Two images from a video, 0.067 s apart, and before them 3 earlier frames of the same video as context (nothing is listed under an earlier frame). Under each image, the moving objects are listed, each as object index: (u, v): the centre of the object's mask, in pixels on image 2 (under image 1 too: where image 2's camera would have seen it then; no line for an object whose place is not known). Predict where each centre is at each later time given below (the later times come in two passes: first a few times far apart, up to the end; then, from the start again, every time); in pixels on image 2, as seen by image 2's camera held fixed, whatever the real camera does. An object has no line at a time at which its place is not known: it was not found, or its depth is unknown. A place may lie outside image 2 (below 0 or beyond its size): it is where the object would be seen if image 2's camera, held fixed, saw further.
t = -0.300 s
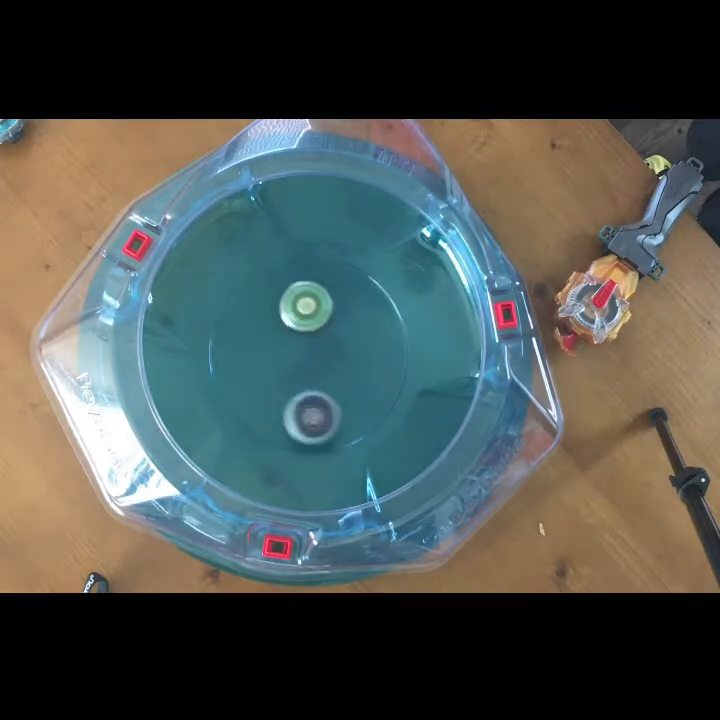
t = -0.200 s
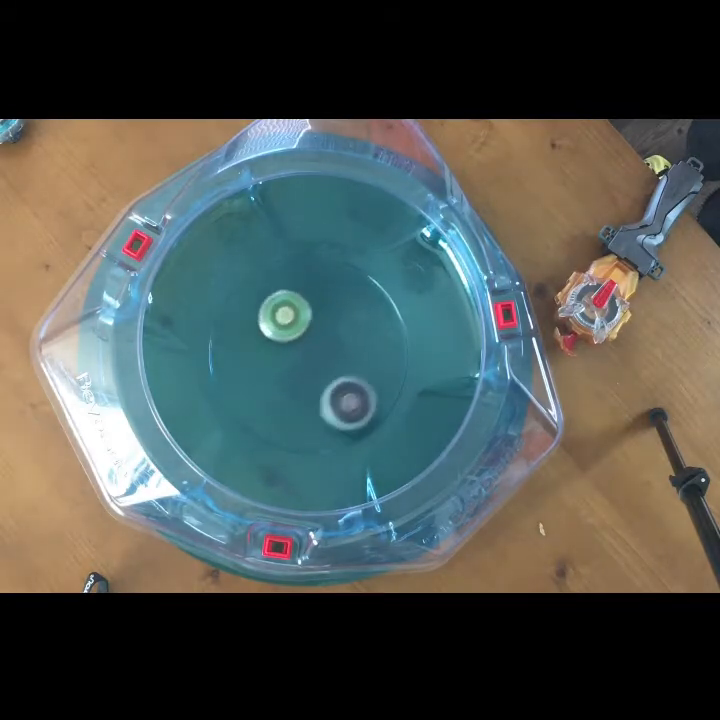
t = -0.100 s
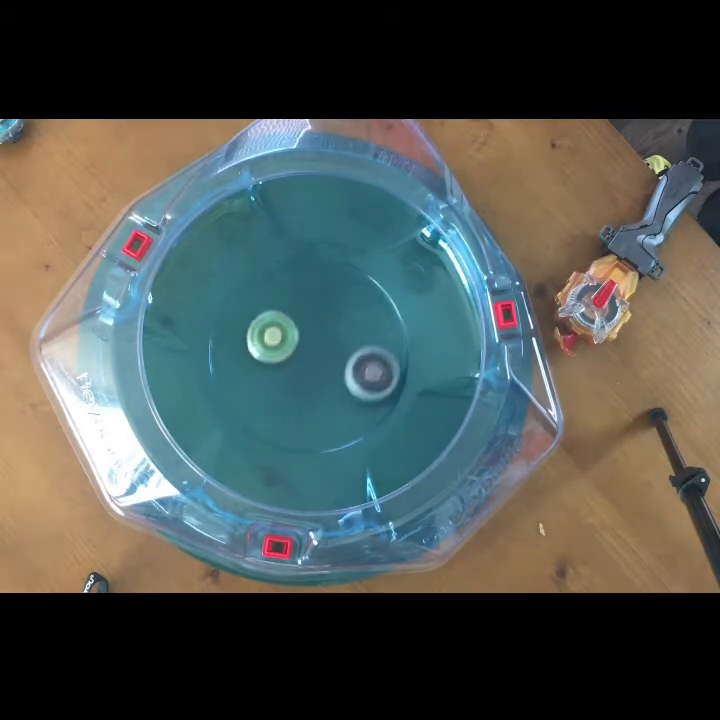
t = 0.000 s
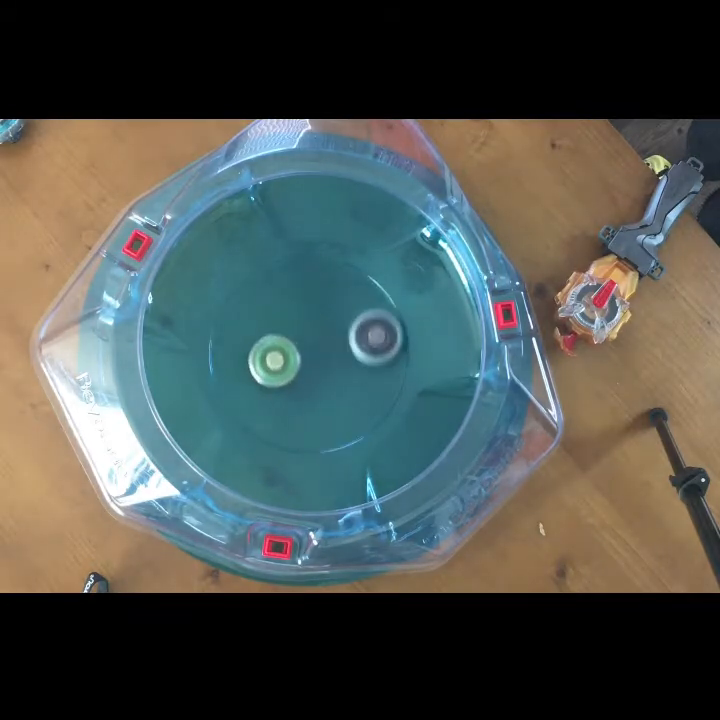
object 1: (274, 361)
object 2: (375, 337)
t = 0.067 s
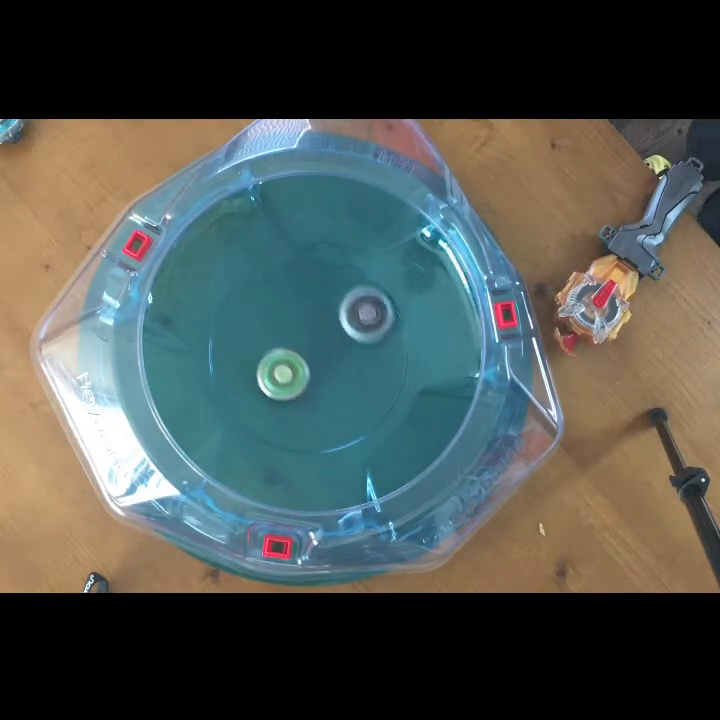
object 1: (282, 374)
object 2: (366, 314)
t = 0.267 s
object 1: (323, 389)
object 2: (299, 285)
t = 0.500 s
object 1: (355, 355)
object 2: (243, 352)
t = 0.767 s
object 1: (312, 318)
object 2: (300, 424)
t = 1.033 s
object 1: (274, 361)
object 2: (372, 370)
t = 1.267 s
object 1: (301, 399)
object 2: (329, 298)
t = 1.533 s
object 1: (348, 374)
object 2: (243, 325)
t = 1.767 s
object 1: (325, 329)
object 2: (262, 402)
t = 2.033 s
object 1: (271, 339)
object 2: (355, 392)
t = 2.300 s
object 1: (277, 389)
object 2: (354, 306)
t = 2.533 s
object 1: (326, 386)
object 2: (275, 299)
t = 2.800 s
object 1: (330, 332)
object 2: (255, 388)
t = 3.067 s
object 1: (281, 320)
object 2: (337, 415)
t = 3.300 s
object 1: (265, 364)
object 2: (367, 344)
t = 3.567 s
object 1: (317, 385)
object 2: (292, 295)
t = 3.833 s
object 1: (343, 340)
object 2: (241, 361)
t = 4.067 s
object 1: (308, 312)
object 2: (302, 412)
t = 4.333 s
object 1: (272, 352)
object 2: (369, 358)
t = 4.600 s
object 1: (309, 390)
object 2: (319, 294)
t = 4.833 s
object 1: (348, 368)
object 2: (254, 336)
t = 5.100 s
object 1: (326, 322)
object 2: (289, 412)
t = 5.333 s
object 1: (280, 336)
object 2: (358, 388)
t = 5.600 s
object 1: (285, 386)
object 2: (334, 307)
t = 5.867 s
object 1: (334, 386)
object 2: (253, 323)
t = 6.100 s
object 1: (338, 340)
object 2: (265, 395)
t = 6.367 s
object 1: (288, 325)
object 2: (349, 390)
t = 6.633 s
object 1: (268, 368)
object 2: (350, 313)
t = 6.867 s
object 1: (306, 391)
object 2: (278, 308)
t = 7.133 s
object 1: (340, 353)
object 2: (262, 388)
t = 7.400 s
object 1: (307, 317)
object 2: (337, 405)
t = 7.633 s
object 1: (270, 339)
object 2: (355, 337)
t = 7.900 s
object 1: (293, 384)
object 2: (284, 302)
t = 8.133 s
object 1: (336, 374)
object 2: (249, 360)
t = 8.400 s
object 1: (334, 327)
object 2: (317, 404)
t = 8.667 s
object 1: (285, 327)
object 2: (364, 346)
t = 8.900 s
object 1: (279, 370)
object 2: (315, 301)
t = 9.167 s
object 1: (323, 389)
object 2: (256, 351)
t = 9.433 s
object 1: (343, 347)
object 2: (296, 410)
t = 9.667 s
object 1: (306, 323)
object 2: (354, 374)
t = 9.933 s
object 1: (272, 356)
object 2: (323, 305)
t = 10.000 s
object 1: (274, 368)
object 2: (304, 301)
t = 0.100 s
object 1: (288, 379)
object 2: (359, 304)
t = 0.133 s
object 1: (295, 384)
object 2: (349, 296)
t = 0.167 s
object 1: (301, 387)
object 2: (338, 290)
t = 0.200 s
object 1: (308, 389)
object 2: (326, 286)
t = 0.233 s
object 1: (316, 390)
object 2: (313, 284)
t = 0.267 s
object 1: (323, 389)
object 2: (299, 285)
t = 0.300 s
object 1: (330, 387)
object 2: (286, 289)
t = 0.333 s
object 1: (337, 384)
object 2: (275, 296)
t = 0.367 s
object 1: (343, 380)
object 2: (264, 304)
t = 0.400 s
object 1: (348, 375)
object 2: (256, 315)
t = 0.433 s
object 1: (352, 369)
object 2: (249, 326)
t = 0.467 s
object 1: (354, 363)
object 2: (245, 339)
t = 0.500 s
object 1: (355, 355)
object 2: (243, 352)
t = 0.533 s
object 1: (355, 348)
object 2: (243, 365)
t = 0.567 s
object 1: (352, 341)
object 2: (246, 378)
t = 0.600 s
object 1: (348, 335)
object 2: (251, 389)
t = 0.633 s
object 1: (343, 329)
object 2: (258, 399)
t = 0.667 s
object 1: (336, 324)
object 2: (267, 408)
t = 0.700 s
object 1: (329, 320)
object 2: (277, 415)
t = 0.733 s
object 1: (320, 318)
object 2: (288, 421)
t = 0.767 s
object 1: (312, 318)
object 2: (300, 424)
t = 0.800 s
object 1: (304, 319)
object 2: (313, 425)
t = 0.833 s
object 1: (296, 323)
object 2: (325, 423)
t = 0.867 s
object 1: (290, 327)
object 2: (337, 419)
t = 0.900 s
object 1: (284, 332)
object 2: (348, 413)
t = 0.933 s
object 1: (279, 339)
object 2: (357, 405)
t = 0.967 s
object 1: (276, 346)
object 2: (365, 394)
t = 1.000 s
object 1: (274, 353)
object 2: (370, 382)
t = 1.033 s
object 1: (274, 361)
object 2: (372, 370)
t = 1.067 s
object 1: (274, 368)
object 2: (372, 357)
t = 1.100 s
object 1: (276, 375)
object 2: (370, 344)
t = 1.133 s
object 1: (279, 381)
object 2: (365, 332)
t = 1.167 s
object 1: (284, 387)
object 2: (358, 321)
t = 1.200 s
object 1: (289, 391)
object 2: (350, 312)
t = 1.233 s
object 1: (295, 396)
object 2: (340, 304)
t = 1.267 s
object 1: (301, 399)
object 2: (329, 298)
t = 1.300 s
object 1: (308, 400)
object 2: (317, 294)
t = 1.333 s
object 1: (315, 401)
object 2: (305, 291)
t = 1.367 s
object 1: (323, 399)
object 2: (292, 291)
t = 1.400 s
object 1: (329, 397)
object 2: (280, 294)
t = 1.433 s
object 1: (335, 393)
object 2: (269, 299)
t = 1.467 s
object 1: (341, 387)
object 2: (258, 306)
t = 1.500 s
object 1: (345, 381)
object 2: (250, 314)
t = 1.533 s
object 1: (348, 374)
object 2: (243, 325)
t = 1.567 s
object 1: (349, 367)
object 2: (238, 336)
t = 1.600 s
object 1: (349, 359)
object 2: (236, 348)
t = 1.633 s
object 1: (347, 351)
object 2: (236, 360)
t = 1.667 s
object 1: (343, 344)
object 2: (240, 372)
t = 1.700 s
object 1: (338, 338)
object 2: (245, 383)
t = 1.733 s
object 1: (332, 333)
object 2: (253, 394)
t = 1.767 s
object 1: (325, 329)
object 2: (262, 402)
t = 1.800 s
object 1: (318, 325)
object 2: (273, 409)
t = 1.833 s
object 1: (310, 324)
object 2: (285, 413)
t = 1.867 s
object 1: (302, 323)
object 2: (298, 415)
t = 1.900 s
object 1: (295, 324)
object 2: (311, 415)
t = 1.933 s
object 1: (288, 326)
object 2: (324, 413)
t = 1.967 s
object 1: (282, 330)
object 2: (335, 408)
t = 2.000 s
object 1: (276, 334)
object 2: (346, 401)
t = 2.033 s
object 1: (271, 339)
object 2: (355, 392)
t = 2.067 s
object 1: (267, 345)
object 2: (363, 382)
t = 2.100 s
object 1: (265, 351)
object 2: (368, 372)
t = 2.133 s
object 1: (264, 358)
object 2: (371, 360)
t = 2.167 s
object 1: (264, 365)
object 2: (372, 349)
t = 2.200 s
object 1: (265, 372)
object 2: (371, 337)
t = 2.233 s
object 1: (268, 378)
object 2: (367, 326)
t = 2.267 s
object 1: (272, 384)
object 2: (362, 315)
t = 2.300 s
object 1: (277, 389)
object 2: (354, 306)
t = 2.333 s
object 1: (283, 393)
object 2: (345, 298)
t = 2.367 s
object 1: (291, 395)
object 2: (334, 293)
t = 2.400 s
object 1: (298, 397)
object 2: (323, 289)
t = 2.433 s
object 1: (306, 396)
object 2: (311, 288)
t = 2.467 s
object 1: (313, 395)
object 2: (298, 289)
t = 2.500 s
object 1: (320, 391)
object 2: (286, 293)
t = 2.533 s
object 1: (326, 386)
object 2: (275, 299)
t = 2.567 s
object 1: (331, 381)
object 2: (265, 308)
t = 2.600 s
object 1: (335, 374)
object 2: (257, 318)
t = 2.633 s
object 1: (338, 367)
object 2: (252, 329)
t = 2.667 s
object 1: (339, 359)
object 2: (248, 341)
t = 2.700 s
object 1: (339, 352)
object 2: (247, 353)
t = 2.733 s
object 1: (337, 345)
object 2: (247, 365)
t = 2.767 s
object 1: (334, 338)
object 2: (250, 377)
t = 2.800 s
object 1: (330, 332)
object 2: (255, 388)
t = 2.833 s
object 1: (326, 327)
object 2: (262, 398)
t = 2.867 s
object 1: (320, 322)
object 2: (270, 406)
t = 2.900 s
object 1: (314, 319)
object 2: (280, 413)
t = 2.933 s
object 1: (307, 317)
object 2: (291, 418)
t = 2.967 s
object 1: (300, 316)
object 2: (303, 420)
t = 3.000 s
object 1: (293, 316)
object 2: (315, 421)
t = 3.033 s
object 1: (287, 318)
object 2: (326, 419)
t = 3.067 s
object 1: (281, 320)
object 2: (337, 415)
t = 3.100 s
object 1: (275, 324)
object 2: (347, 409)
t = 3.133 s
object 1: (270, 329)
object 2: (356, 401)
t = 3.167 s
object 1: (266, 335)
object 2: (363, 391)
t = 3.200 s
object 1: (264, 342)
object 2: (367, 380)
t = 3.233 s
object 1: (263, 349)
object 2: (369, 367)
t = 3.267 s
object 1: (263, 357)
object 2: (369, 355)
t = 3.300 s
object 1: (265, 364)
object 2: (367, 344)
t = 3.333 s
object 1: (269, 371)
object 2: (362, 333)
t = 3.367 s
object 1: (275, 377)
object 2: (356, 322)
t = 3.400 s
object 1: (280, 381)
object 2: (347, 313)
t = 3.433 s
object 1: (287, 385)
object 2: (337, 306)
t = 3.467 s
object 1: (295, 386)
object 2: (327, 300)
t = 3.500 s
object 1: (302, 387)
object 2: (316, 297)
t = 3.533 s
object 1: (310, 387)
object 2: (304, 295)
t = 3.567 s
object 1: (317, 385)
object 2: (292, 295)
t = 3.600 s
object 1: (324, 382)
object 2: (281, 298)
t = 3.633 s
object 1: (330, 377)
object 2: (270, 303)
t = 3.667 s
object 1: (335, 372)
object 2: (261, 309)
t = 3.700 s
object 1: (339, 367)
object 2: (253, 317)
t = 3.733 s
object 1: (342, 360)
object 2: (247, 327)
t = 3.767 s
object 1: (344, 353)
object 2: (243, 338)
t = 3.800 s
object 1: (344, 347)
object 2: (241, 350)
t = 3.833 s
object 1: (343, 340)
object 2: (241, 361)
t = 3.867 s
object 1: (341, 334)
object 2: (244, 373)
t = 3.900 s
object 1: (337, 328)
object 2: (249, 383)
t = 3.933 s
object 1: (333, 323)
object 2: (257, 393)
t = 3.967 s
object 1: (327, 318)
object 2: (267, 400)
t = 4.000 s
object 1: (321, 315)
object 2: (278, 407)
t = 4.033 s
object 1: (315, 313)
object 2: (290, 411)
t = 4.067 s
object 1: (308, 312)
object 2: (302, 412)
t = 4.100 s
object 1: (300, 313)
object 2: (314, 412)
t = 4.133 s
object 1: (293, 315)
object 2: (326, 409)
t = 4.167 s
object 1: (287, 319)
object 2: (337, 404)
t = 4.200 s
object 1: (281, 324)
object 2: (346, 397)
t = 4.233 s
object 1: (277, 330)
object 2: (355, 389)
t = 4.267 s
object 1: (274, 337)
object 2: (361, 380)
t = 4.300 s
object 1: (272, 344)
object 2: (366, 370)
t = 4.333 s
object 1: (272, 352)
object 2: (369, 358)
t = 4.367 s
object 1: (273, 359)
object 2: (369, 347)
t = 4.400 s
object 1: (275, 366)
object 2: (367, 336)
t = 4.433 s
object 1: (279, 372)
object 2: (363, 326)
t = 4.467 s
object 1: (284, 378)
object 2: (357, 316)
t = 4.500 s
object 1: (289, 383)
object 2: (350, 308)
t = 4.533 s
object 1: (296, 386)
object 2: (340, 301)
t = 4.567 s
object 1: (302, 389)
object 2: (330, 296)
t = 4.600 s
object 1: (309, 390)
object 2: (319, 294)
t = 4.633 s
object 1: (316, 390)
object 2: (308, 293)
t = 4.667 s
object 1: (323, 389)
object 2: (295, 296)
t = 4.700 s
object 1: (329, 387)
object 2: (284, 300)
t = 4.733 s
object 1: (335, 383)
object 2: (274, 307)
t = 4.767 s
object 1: (340, 379)
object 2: (266, 315)
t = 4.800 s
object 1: (345, 374)
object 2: (259, 325)
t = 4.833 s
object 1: (348, 368)
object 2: (254, 336)
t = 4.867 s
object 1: (350, 362)
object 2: (251, 348)
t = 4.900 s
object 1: (350, 355)
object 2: (251, 360)
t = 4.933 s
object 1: (349, 348)
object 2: (253, 371)
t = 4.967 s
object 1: (347, 341)
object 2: (257, 382)
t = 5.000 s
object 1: (343, 335)
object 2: (263, 391)
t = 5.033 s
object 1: (338, 330)
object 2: (270, 400)
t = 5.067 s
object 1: (332, 326)
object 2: (279, 407)
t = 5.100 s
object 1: (326, 322)
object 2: (289, 412)
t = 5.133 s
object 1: (319, 320)
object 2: (300, 415)
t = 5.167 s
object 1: (311, 320)
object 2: (311, 416)
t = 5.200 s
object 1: (304, 321)
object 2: (323, 414)
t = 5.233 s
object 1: (297, 323)
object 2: (333, 411)
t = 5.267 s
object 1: (290, 326)
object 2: (343, 405)
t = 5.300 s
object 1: (285, 331)
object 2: (351, 398)
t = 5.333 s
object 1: (280, 336)
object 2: (358, 388)
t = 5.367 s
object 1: (277, 342)
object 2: (363, 377)
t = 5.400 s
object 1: (274, 349)
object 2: (365, 367)
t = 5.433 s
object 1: (273, 355)
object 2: (365, 355)
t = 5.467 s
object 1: (273, 362)
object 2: (363, 344)
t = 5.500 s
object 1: (274, 369)
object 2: (358, 333)
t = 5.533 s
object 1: (277, 375)
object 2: (351, 323)
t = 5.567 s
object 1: (280, 381)
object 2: (344, 315)
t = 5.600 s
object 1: (285, 386)
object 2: (334, 307)
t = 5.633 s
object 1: (290, 390)
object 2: (324, 302)
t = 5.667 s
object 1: (296, 393)
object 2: (312, 299)
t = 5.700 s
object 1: (302, 395)
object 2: (301, 298)
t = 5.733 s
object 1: (309, 396)
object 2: (290, 299)
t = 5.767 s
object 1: (316, 396)
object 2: (279, 302)
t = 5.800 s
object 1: (323, 394)
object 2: (269, 307)
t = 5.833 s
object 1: (329, 391)
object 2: (260, 315)
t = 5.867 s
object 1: (334, 386)
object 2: (253, 323)
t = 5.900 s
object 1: (339, 380)
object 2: (248, 333)
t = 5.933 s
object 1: (342, 374)
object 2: (245, 344)
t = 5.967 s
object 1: (344, 368)
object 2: (244, 355)
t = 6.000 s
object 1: (345, 360)
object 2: (246, 366)
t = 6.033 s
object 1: (344, 353)
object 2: (250, 377)
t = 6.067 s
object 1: (341, 346)
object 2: (257, 386)
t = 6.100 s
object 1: (338, 340)
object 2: (265, 395)
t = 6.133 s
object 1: (333, 335)
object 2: (275, 401)
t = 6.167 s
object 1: (328, 330)
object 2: (285, 405)
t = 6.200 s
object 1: (321, 326)
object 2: (297, 408)
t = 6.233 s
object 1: (315, 324)
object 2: (309, 408)
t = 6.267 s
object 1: (308, 322)
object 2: (320, 407)
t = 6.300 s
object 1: (301, 322)
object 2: (331, 403)
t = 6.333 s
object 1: (295, 323)
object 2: (340, 397)
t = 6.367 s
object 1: (288, 325)
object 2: (349, 390)
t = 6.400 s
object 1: (282, 328)
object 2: (356, 382)
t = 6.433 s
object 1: (277, 332)
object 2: (361, 373)
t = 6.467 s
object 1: (273, 337)
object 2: (364, 363)
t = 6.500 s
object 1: (270, 343)
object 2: (365, 352)
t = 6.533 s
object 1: (267, 349)
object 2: (364, 341)
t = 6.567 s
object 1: (266, 355)
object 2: (362, 332)
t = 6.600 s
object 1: (266, 361)
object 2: (357, 322)
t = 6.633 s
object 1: (268, 368)
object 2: (350, 313)
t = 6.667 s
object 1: (271, 374)
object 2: (342, 306)
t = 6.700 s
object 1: (275, 379)
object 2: (332, 301)
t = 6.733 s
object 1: (280, 384)
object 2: (321, 298)
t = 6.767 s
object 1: (285, 387)
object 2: (310, 297)
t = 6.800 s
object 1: (292, 390)
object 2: (299, 298)
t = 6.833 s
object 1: (299, 391)
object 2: (288, 302)
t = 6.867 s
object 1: (306, 391)
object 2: (278, 308)
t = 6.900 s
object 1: (313, 390)
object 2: (269, 316)
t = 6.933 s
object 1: (320, 387)
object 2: (262, 324)
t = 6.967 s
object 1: (326, 383)
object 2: (257, 335)
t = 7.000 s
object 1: (331, 378)
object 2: (254, 345)
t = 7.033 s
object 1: (335, 373)
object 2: (253, 357)
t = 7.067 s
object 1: (338, 367)
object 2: (254, 367)
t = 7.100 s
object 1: (339, 360)
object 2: (257, 378)
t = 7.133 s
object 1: (340, 353)
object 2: (262, 388)
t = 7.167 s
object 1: (339, 346)
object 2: (268, 396)
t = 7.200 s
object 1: (337, 340)
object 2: (276, 403)
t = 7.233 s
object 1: (334, 334)
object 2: (286, 409)
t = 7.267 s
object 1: (330, 329)
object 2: (296, 412)
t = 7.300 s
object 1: (325, 325)
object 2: (306, 414)
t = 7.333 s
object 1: (320, 321)
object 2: (317, 413)
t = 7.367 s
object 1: (314, 318)
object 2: (327, 410)
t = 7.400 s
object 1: (307, 317)
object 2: (337, 405)
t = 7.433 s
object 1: (300, 317)
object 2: (345, 398)
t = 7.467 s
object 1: (294, 318)
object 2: (352, 390)
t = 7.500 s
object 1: (288, 320)
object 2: (357, 380)
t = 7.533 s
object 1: (282, 323)
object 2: (360, 369)
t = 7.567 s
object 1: (277, 328)
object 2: (360, 359)
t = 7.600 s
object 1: (273, 333)
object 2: (359, 348)
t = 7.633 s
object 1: (270, 339)
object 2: (355, 337)
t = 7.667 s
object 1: (268, 346)
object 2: (350, 328)
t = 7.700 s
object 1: (268, 352)
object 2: (343, 319)
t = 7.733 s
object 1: (270, 359)
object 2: (335, 312)
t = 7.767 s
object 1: (272, 366)
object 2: (326, 306)
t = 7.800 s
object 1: (276, 372)
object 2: (316, 302)
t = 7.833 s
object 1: (281, 377)
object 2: (305, 300)
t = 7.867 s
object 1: (287, 381)
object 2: (294, 300)
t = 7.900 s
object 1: (293, 384)
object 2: (284, 302)
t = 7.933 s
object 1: (299, 386)
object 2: (275, 306)
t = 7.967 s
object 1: (306, 387)
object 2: (266, 312)
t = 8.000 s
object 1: (313, 386)
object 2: (258, 320)
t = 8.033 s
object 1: (320, 385)
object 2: (253, 329)
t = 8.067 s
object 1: (326, 382)
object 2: (249, 338)
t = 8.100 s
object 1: (332, 378)
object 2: (248, 349)
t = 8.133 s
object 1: (336, 374)
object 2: (249, 360)
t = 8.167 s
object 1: (340, 369)
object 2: (252, 371)
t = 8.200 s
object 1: (343, 363)
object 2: (258, 380)
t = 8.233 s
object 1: (345, 356)
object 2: (265, 389)
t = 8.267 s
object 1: (345, 350)
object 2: (274, 396)
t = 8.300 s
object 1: (344, 344)
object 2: (284, 401)
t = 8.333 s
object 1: (342, 338)
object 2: (295, 404)
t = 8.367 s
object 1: (338, 332)
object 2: (306, 405)
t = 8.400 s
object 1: (334, 327)
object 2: (317, 404)
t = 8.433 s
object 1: (329, 323)
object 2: (327, 401)
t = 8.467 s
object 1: (323, 320)
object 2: (337, 397)
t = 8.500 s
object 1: (316, 318)
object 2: (346, 391)
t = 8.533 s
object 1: (309, 317)
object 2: (353, 383)
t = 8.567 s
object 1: (302, 318)
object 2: (358, 374)
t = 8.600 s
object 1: (296, 320)
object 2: (362, 366)
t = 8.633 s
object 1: (290, 323)
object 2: (364, 356)
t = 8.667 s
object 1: (285, 327)
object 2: (364, 346)
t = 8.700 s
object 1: (281, 333)
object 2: (362, 336)
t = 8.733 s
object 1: (277, 339)
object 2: (358, 327)
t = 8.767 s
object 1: (275, 345)
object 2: (352, 319)
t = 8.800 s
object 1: (274, 352)
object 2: (344, 312)
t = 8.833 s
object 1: (275, 358)
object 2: (335, 306)
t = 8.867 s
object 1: (276, 365)
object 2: (325, 303)
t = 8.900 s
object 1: (279, 370)
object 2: (315, 301)
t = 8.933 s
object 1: (282, 376)
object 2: (305, 302)
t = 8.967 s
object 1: (286, 381)
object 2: (294, 304)
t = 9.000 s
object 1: (292, 385)
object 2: (284, 309)
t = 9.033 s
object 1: (297, 388)
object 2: (275, 316)
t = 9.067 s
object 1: (304, 390)
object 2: (268, 323)
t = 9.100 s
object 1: (310, 390)
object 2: (262, 332)
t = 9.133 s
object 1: (317, 390)
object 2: (258, 341)
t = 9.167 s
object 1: (323, 389)
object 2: (256, 351)
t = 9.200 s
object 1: (329, 386)
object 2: (255, 361)
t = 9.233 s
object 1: (334, 382)
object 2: (256, 371)
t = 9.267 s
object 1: (338, 378)
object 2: (259, 380)
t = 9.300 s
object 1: (342, 372)
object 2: (264, 389)
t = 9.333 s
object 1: (345, 366)
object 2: (270, 396)
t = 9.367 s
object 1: (345, 359)
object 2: (278, 402)
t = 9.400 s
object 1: (345, 353)
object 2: (287, 407)
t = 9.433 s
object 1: (343, 347)
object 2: (296, 410)
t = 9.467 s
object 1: (340, 341)
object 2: (307, 411)
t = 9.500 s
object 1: (336, 336)
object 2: (318, 409)
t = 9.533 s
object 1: (331, 331)
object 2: (327, 405)
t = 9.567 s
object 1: (326, 328)
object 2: (336, 400)
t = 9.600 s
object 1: (319, 325)
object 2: (344, 392)
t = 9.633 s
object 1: (313, 323)
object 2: (350, 383)
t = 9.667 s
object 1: (306, 323)
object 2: (354, 374)
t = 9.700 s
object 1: (299, 324)
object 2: (356, 363)
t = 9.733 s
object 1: (293, 326)
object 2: (356, 353)
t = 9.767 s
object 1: (288, 329)
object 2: (354, 343)
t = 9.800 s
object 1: (283, 333)
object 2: (350, 333)
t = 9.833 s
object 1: (278, 338)
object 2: (345, 325)
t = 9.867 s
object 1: (275, 344)
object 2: (339, 317)
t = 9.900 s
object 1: (273, 350)
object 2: (331, 311)
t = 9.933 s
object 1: (272, 356)
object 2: (323, 305)
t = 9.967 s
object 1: (272, 362)
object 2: (314, 302)
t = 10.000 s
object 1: (274, 368)
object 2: (304, 301)
